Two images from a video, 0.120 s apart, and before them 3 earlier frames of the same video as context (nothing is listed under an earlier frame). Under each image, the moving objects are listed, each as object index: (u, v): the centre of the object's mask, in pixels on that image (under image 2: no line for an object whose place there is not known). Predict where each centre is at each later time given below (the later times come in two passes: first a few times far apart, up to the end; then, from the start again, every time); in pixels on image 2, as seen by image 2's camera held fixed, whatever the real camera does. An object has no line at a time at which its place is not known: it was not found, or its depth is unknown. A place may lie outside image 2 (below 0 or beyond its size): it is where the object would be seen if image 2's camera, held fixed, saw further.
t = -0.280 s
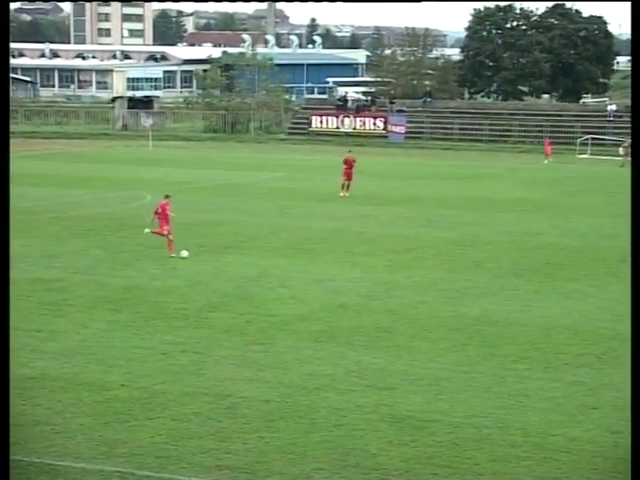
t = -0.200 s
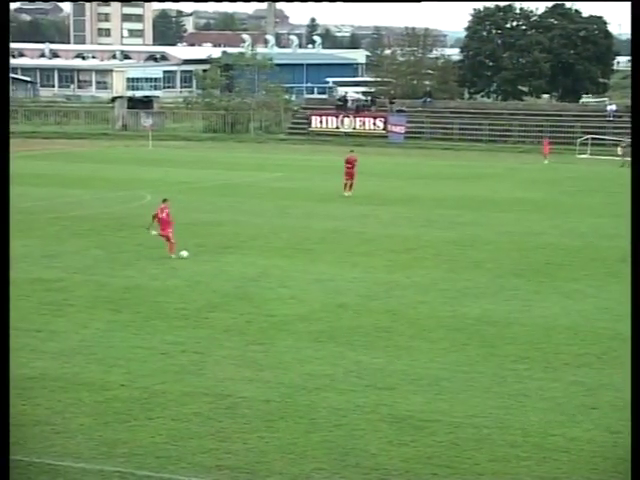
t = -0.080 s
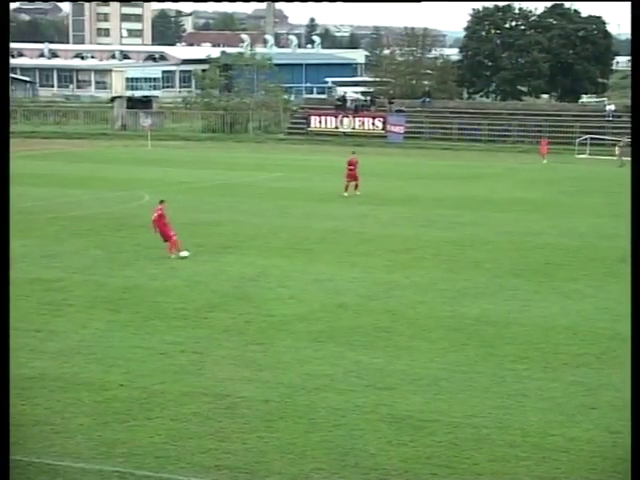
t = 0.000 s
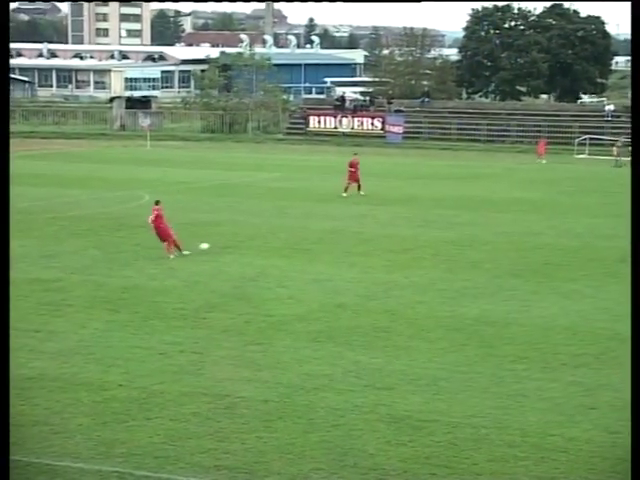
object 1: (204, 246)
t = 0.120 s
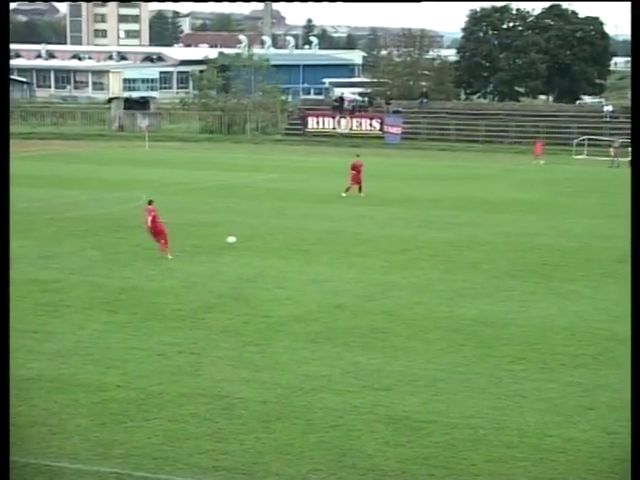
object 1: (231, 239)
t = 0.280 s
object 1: (263, 237)
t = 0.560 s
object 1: (303, 227)
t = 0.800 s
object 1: (326, 223)
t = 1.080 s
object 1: (350, 215)
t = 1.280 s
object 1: (368, 210)
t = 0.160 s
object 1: (240, 239)
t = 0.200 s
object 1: (248, 238)
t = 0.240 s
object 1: (256, 239)
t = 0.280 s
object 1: (263, 237)
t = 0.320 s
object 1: (270, 235)
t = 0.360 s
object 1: (275, 233)
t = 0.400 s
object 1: (282, 232)
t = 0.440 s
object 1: (288, 231)
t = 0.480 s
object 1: (293, 231)
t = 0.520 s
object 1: (298, 229)
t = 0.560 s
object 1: (303, 227)
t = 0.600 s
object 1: (307, 226)
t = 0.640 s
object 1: (311, 226)
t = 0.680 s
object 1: (314, 225)
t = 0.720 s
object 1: (318, 225)
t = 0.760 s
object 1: (322, 224)
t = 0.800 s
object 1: (326, 223)
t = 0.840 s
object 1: (330, 222)
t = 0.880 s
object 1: (333, 222)
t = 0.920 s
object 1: (337, 219)
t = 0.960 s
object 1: (340, 218)
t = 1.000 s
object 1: (344, 218)
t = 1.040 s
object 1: (347, 217)
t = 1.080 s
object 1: (350, 215)
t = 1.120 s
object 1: (354, 215)
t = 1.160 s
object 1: (357, 214)
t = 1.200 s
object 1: (361, 213)
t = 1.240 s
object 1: (364, 211)
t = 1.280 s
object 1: (368, 210)
